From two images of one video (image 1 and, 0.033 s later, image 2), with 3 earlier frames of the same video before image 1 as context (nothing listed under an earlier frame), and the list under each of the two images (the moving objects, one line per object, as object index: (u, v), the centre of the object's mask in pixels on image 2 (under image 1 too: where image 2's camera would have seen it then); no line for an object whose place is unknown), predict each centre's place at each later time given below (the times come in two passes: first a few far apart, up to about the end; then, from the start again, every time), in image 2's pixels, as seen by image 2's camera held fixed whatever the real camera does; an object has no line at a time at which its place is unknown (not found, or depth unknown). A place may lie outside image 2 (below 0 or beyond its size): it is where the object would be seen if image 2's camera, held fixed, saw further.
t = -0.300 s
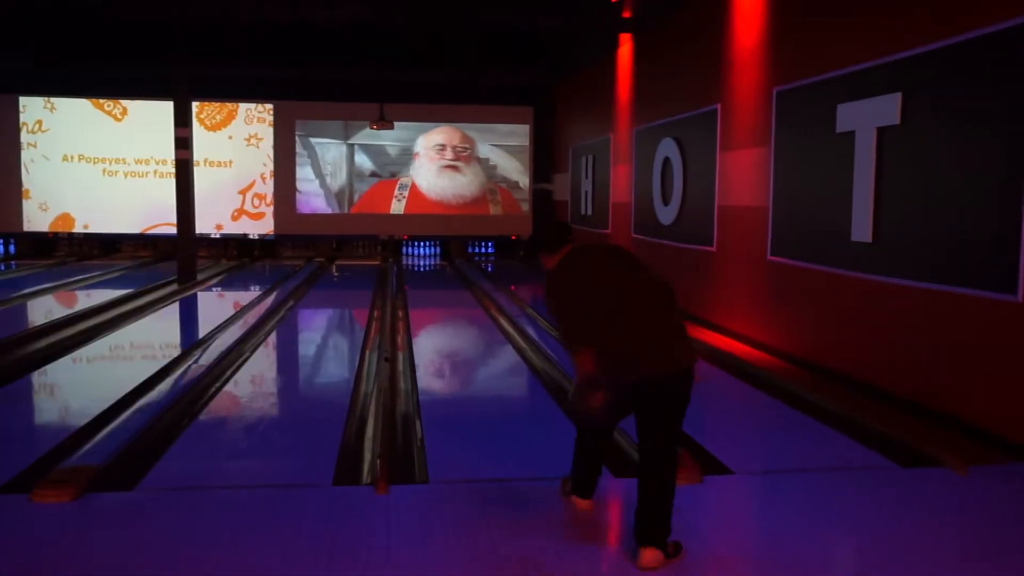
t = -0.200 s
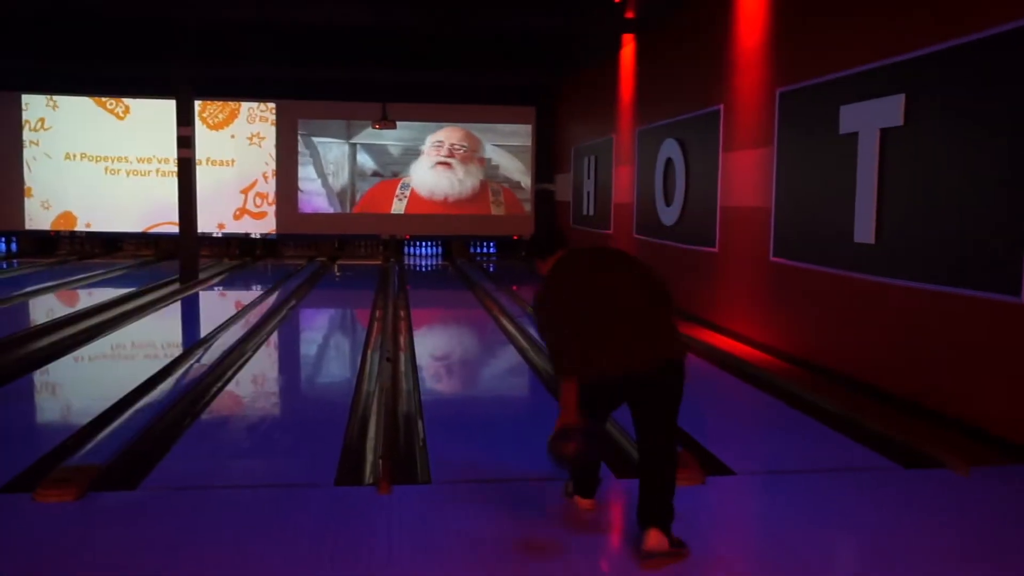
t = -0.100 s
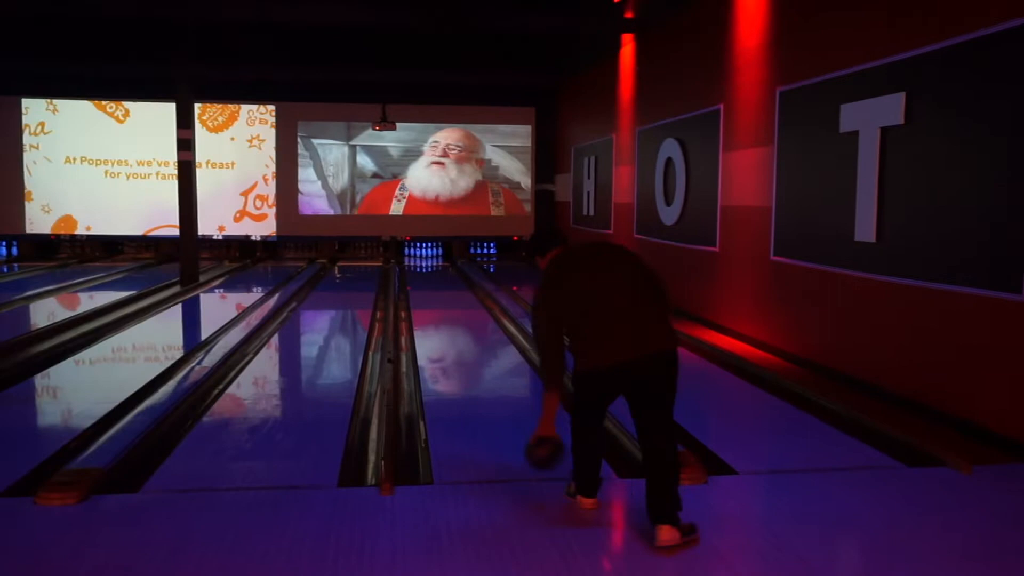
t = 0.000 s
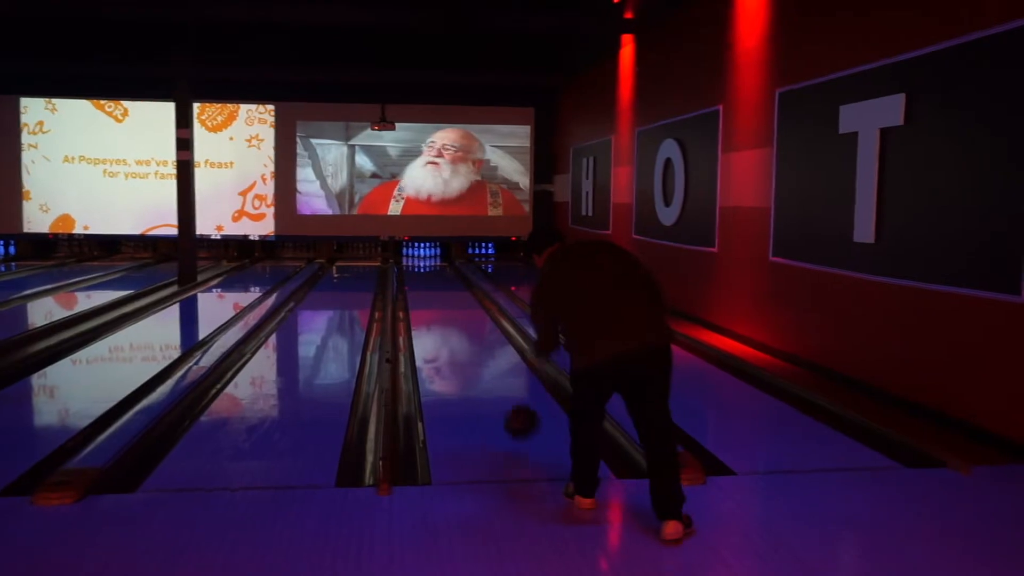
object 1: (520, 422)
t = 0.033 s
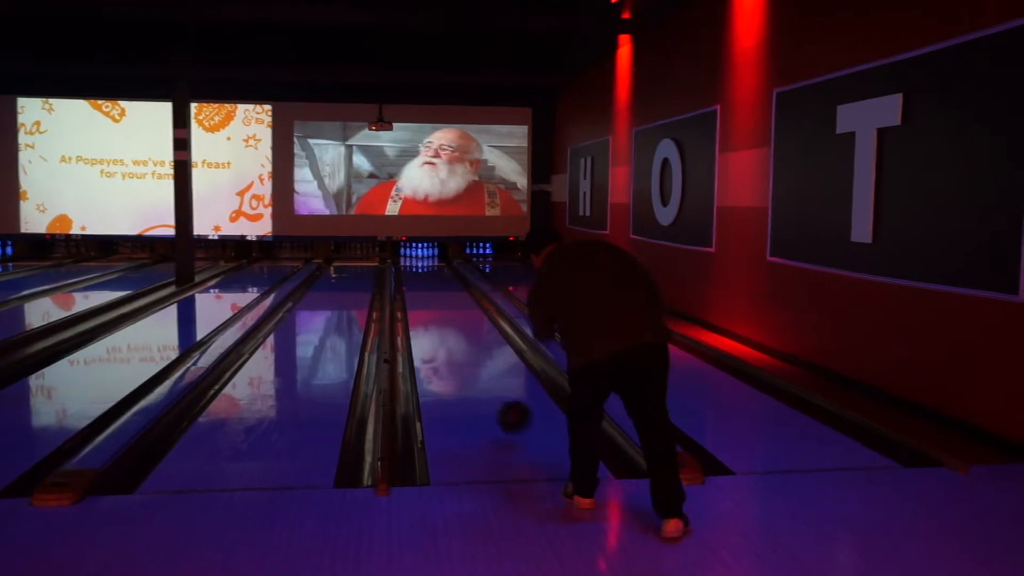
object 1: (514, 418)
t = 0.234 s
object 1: (488, 381)
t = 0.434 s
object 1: (473, 349)
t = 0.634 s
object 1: (462, 325)
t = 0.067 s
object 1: (509, 414)
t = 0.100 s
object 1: (503, 411)
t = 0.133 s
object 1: (500, 402)
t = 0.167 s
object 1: (495, 394)
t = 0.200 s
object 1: (492, 388)
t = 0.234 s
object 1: (488, 381)
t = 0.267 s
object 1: (485, 375)
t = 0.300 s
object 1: (482, 368)
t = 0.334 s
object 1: (480, 363)
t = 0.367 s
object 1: (477, 358)
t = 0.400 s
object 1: (475, 354)
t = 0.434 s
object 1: (473, 349)
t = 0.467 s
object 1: (471, 344)
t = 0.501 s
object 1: (469, 340)
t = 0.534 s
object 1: (466, 336)
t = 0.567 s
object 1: (465, 332)
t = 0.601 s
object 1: (464, 328)
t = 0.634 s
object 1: (462, 325)
